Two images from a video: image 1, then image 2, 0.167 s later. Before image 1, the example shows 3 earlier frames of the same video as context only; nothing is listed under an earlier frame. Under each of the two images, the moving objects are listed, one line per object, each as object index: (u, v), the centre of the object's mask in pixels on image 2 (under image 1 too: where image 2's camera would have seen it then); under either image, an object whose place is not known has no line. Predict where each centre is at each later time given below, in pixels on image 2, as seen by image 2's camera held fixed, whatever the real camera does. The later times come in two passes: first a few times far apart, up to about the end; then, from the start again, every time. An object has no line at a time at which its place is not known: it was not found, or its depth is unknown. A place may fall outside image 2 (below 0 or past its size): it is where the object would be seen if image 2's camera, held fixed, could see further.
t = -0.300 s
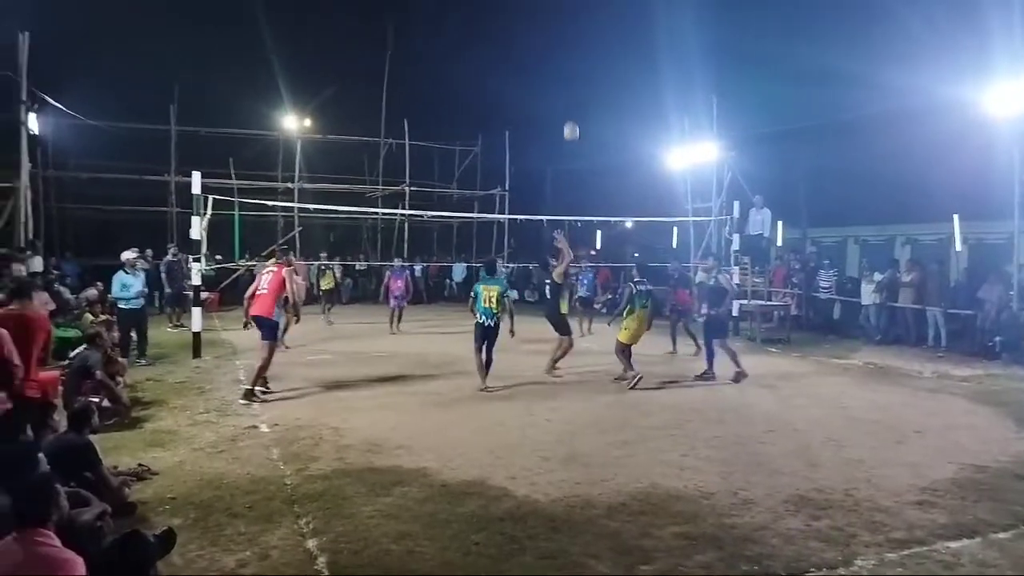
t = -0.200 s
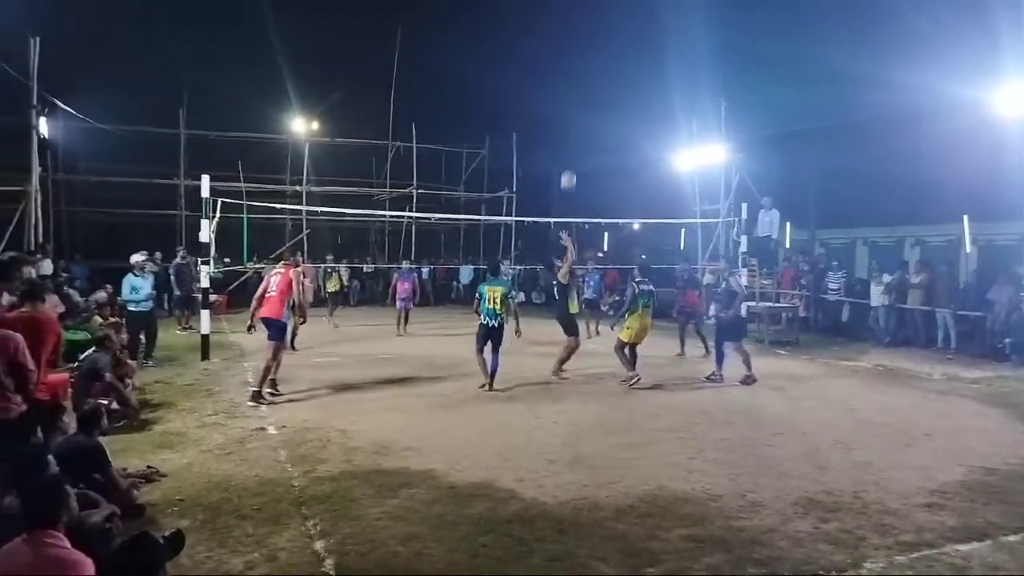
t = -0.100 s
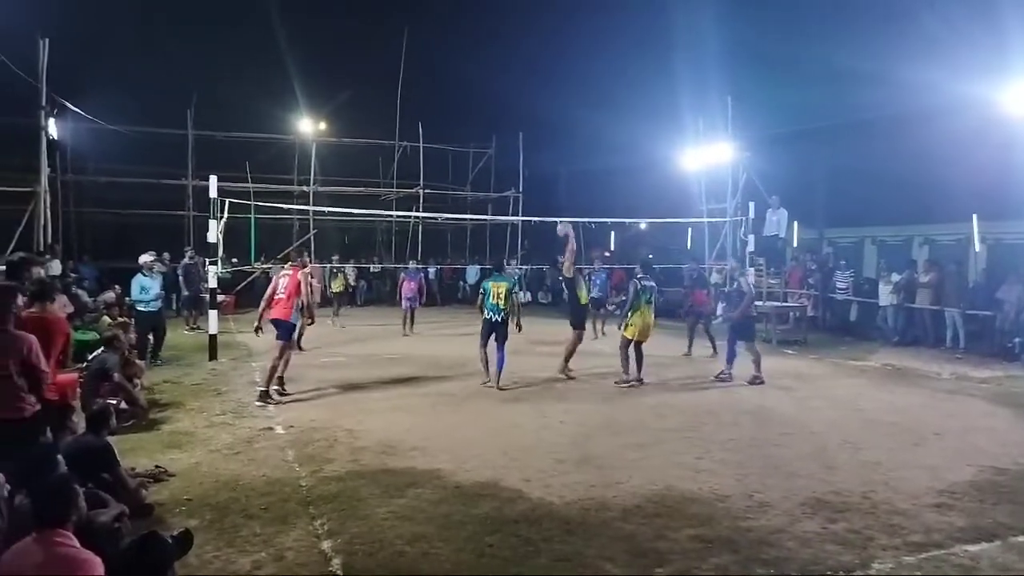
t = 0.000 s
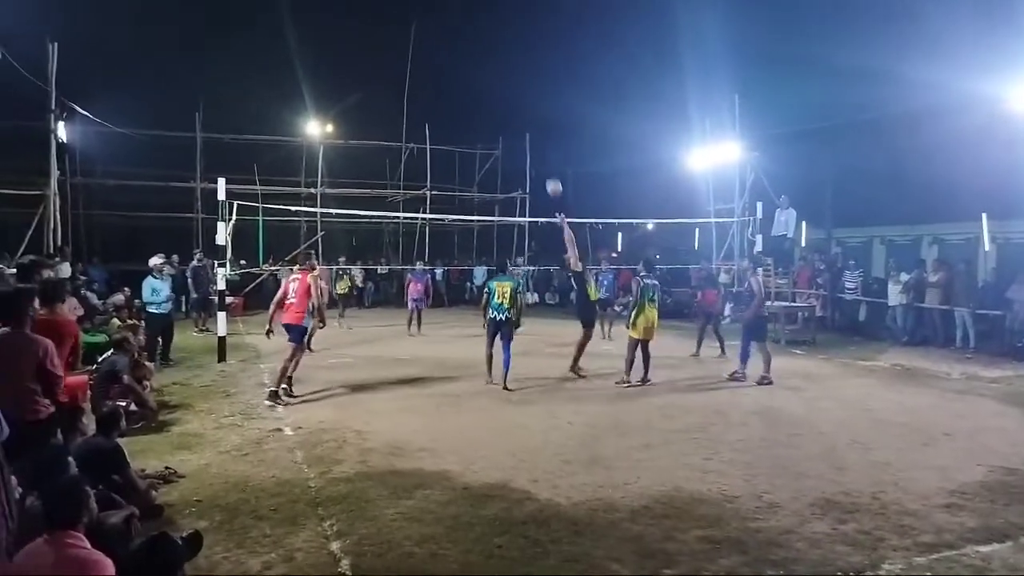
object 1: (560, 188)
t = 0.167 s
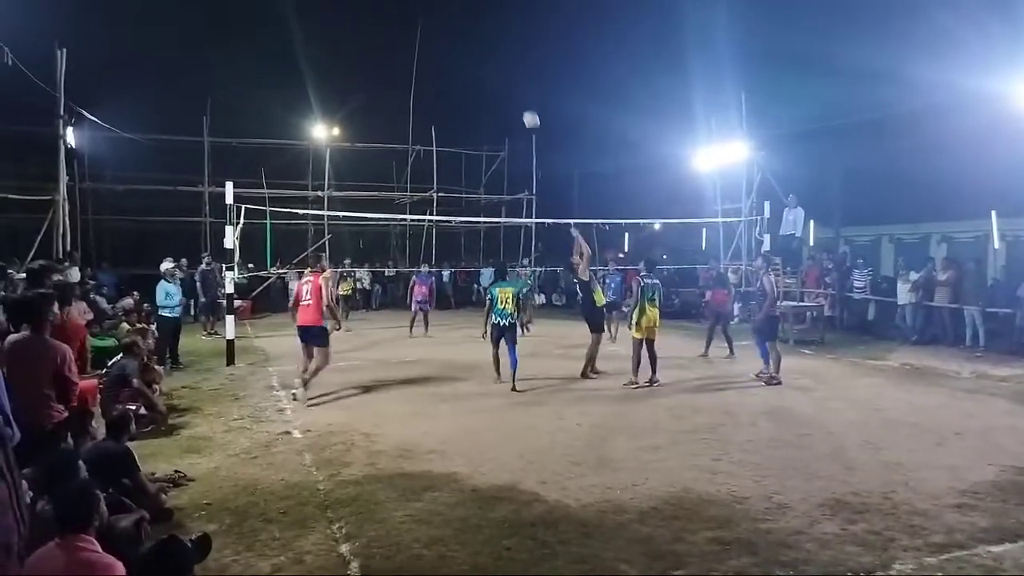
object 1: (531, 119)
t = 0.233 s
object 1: (519, 98)
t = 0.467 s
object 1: (479, 48)
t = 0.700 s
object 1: (438, 35)
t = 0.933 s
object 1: (400, 61)
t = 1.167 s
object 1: (362, 121)
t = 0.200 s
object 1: (525, 108)
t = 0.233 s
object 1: (519, 98)
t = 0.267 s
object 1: (514, 89)
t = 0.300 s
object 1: (508, 80)
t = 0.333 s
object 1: (502, 72)
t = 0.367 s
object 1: (497, 65)
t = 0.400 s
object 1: (491, 58)
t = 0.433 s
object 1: (485, 53)
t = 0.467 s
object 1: (479, 48)
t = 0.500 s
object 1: (473, 44)
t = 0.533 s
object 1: (468, 40)
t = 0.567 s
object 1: (462, 37)
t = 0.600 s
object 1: (456, 35)
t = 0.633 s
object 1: (450, 34)
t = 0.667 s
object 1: (445, 34)
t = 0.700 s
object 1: (438, 35)
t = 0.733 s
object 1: (432, 37)
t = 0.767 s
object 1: (427, 38)
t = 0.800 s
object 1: (422, 42)
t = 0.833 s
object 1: (416, 45)
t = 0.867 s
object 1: (410, 50)
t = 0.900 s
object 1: (405, 55)
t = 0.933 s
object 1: (400, 61)
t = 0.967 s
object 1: (394, 67)
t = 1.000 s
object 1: (389, 75)
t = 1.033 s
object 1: (383, 82)
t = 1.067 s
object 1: (378, 91)
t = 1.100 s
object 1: (373, 101)
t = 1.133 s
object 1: (367, 111)
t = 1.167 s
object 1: (362, 121)
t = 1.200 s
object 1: (358, 133)
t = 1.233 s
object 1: (352, 145)
